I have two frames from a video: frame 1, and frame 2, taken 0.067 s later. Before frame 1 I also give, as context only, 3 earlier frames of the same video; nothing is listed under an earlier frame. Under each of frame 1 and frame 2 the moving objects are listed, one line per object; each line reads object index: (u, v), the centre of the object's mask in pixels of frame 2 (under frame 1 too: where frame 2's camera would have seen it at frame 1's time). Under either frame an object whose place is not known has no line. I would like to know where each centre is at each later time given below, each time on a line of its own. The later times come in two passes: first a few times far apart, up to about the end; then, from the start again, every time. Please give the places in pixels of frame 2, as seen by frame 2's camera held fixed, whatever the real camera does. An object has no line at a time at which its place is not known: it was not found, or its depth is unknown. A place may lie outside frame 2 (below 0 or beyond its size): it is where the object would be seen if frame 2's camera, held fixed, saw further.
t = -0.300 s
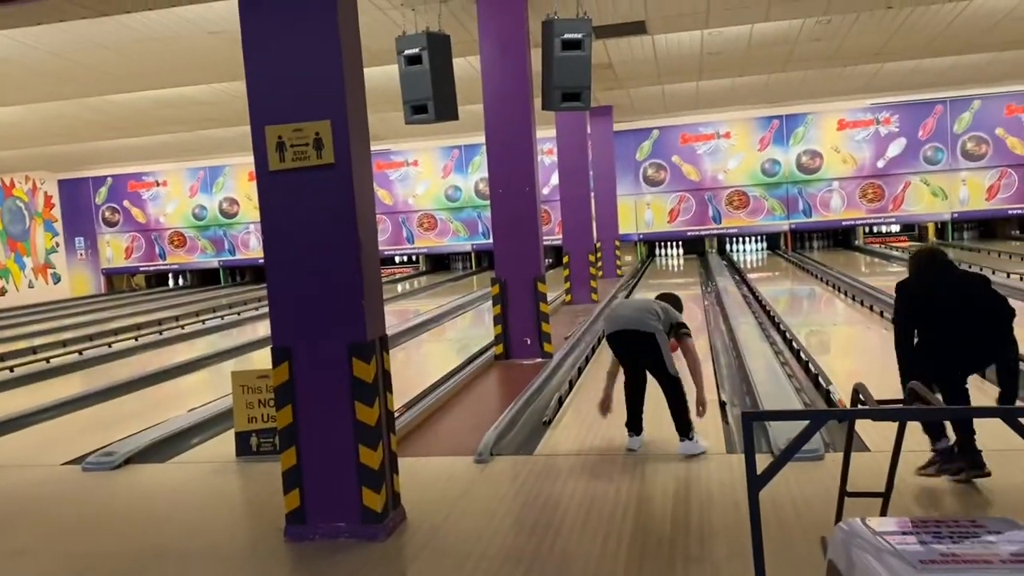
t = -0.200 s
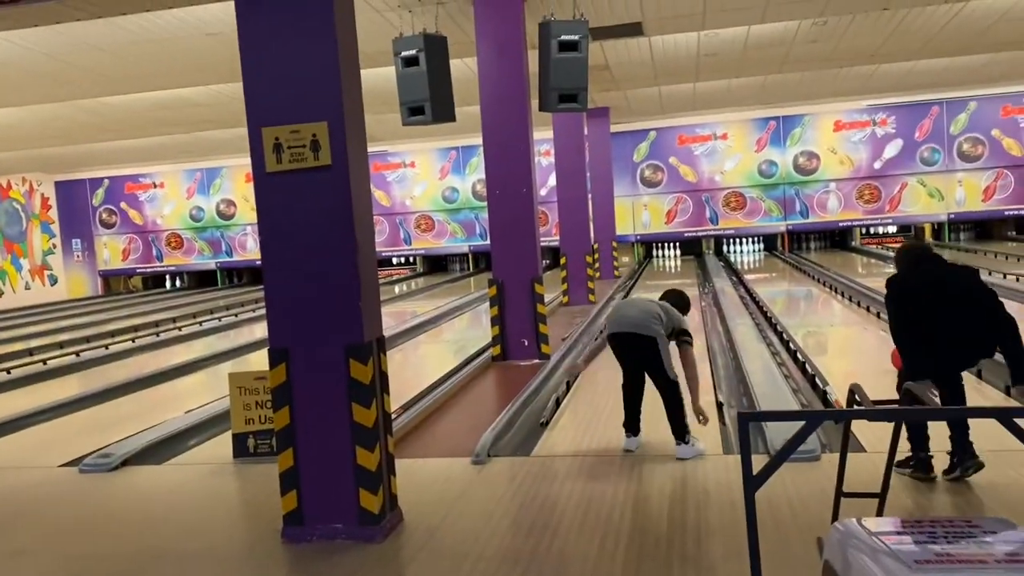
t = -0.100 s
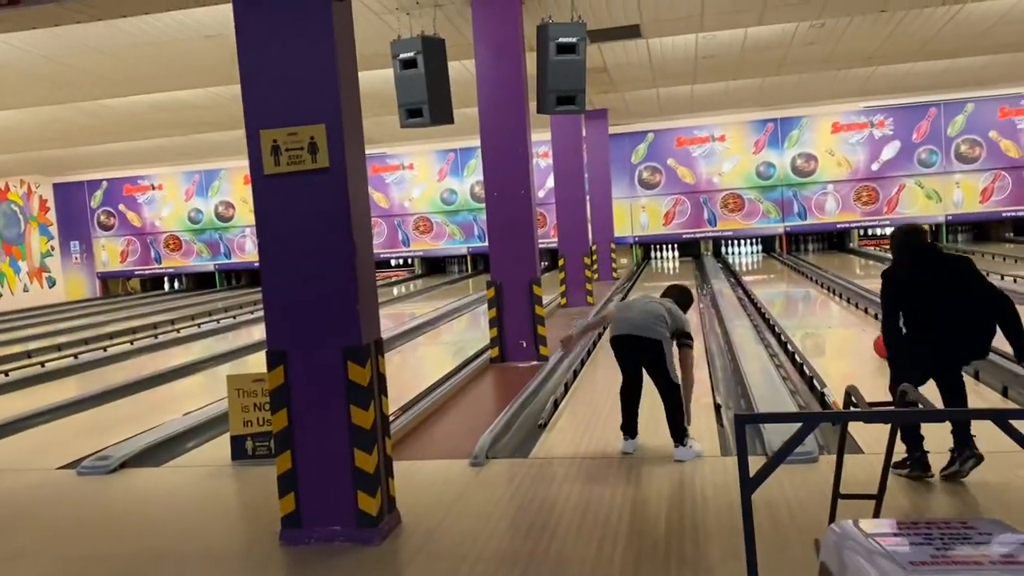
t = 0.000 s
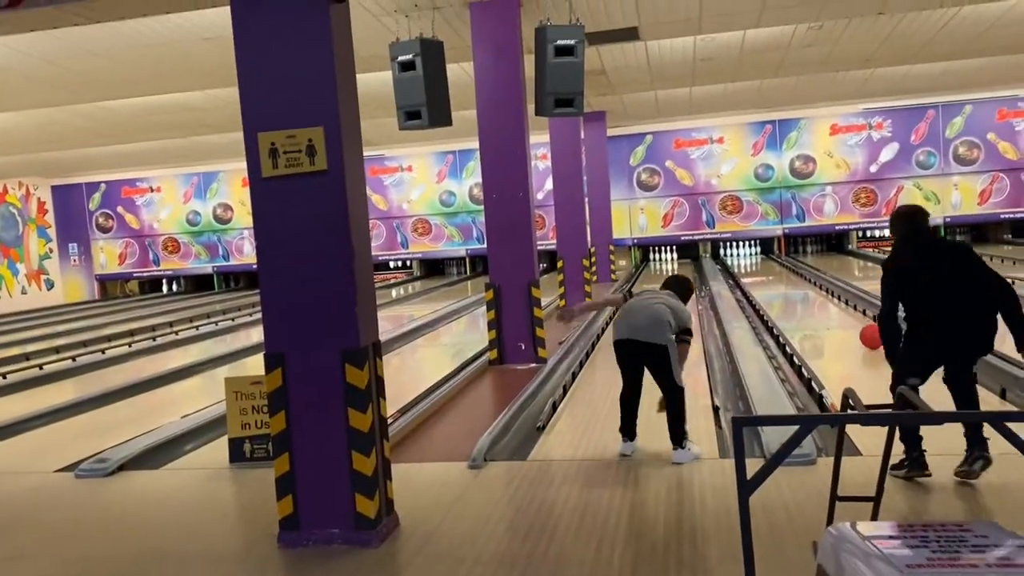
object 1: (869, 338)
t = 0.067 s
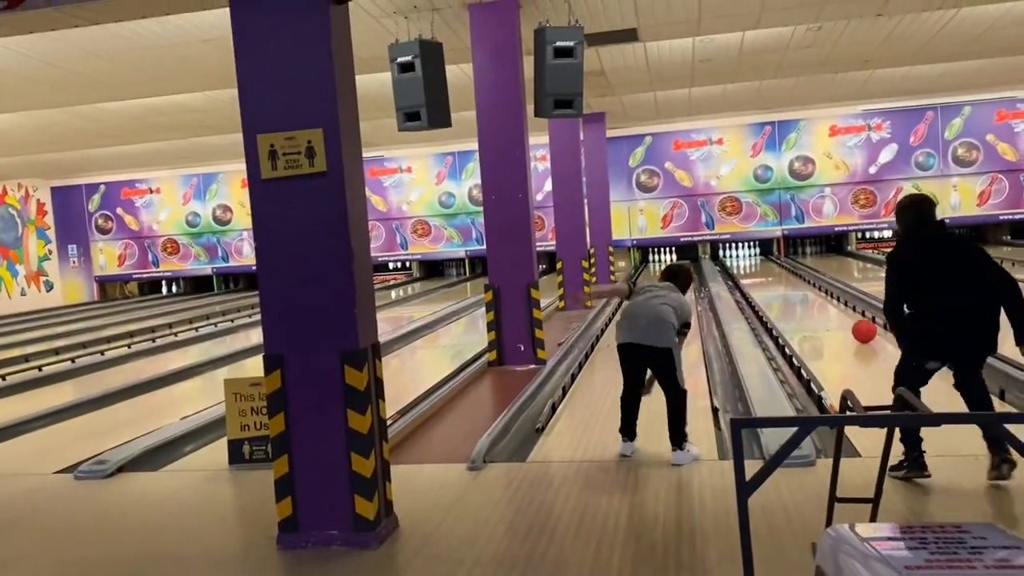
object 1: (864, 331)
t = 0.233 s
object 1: (848, 318)
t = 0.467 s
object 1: (832, 304)
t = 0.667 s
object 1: (820, 296)
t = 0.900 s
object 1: (810, 288)
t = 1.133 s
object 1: (802, 283)
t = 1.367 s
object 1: (795, 277)
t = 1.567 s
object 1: (790, 274)
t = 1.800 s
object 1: (786, 269)
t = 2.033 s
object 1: (780, 266)
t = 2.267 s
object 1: (774, 262)
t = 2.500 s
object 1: (769, 260)
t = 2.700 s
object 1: (765, 258)
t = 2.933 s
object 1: (762, 256)
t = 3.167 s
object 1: (757, 254)
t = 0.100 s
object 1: (860, 328)
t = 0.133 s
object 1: (857, 325)
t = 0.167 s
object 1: (854, 322)
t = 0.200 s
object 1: (851, 320)
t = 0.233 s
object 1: (848, 318)
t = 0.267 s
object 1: (845, 316)
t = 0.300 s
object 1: (843, 313)
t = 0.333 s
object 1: (841, 311)
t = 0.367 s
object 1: (838, 310)
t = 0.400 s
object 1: (836, 308)
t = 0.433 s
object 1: (834, 306)
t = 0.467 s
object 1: (832, 304)
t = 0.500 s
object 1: (829, 303)
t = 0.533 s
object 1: (828, 302)
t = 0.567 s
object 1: (825, 300)
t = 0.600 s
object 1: (823, 298)
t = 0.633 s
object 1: (821, 297)
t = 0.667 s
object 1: (820, 296)
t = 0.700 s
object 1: (819, 295)
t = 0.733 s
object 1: (817, 293)
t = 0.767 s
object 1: (815, 292)
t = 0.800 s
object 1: (814, 292)
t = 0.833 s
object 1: (813, 291)
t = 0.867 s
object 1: (812, 290)
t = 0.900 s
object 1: (810, 288)
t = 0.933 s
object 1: (808, 288)
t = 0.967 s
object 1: (807, 287)
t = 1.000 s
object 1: (806, 286)
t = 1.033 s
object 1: (805, 285)
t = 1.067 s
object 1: (804, 284)
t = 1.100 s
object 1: (803, 283)
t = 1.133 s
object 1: (802, 283)
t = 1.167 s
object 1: (801, 282)
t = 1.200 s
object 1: (800, 281)
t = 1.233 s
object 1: (799, 281)
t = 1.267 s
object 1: (797, 280)
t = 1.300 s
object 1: (797, 278)
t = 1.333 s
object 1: (796, 278)
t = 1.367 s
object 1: (795, 277)
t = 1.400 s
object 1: (794, 276)
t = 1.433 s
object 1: (793, 276)
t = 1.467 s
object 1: (792, 275)
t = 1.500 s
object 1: (792, 275)
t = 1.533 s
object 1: (791, 275)
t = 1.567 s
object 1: (790, 274)
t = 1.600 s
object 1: (788, 273)
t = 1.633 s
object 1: (788, 272)
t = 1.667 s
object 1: (788, 272)
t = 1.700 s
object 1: (787, 271)
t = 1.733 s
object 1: (787, 271)
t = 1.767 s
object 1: (785, 270)
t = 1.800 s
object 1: (786, 269)
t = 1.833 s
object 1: (784, 269)
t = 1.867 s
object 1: (784, 269)
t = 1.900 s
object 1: (783, 268)
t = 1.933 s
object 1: (782, 268)
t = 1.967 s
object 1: (780, 267)
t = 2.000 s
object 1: (780, 267)
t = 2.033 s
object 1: (780, 266)
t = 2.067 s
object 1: (780, 265)
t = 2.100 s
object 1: (779, 265)
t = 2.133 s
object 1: (778, 265)
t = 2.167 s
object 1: (777, 264)
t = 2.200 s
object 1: (776, 264)
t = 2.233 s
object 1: (776, 263)
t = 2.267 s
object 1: (774, 262)
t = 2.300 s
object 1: (773, 262)
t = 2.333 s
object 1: (772, 262)
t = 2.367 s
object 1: (772, 261)
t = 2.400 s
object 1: (772, 261)
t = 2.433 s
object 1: (770, 261)
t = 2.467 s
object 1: (769, 261)
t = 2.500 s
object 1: (769, 260)
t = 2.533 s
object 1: (769, 260)
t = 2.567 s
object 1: (768, 259)
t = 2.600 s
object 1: (767, 259)
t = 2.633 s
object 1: (765, 258)
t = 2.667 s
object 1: (765, 258)
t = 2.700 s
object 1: (765, 258)
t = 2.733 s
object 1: (764, 258)
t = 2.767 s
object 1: (764, 257)
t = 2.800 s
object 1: (762, 257)
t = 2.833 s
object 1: (762, 256)
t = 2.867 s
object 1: (762, 257)
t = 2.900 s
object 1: (761, 256)
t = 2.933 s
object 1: (762, 256)
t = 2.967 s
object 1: (761, 256)
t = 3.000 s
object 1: (760, 255)
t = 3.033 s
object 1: (759, 255)
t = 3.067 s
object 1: (759, 255)
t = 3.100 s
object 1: (759, 255)
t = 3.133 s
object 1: (758, 255)
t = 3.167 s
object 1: (757, 254)
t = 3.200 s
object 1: (757, 253)
